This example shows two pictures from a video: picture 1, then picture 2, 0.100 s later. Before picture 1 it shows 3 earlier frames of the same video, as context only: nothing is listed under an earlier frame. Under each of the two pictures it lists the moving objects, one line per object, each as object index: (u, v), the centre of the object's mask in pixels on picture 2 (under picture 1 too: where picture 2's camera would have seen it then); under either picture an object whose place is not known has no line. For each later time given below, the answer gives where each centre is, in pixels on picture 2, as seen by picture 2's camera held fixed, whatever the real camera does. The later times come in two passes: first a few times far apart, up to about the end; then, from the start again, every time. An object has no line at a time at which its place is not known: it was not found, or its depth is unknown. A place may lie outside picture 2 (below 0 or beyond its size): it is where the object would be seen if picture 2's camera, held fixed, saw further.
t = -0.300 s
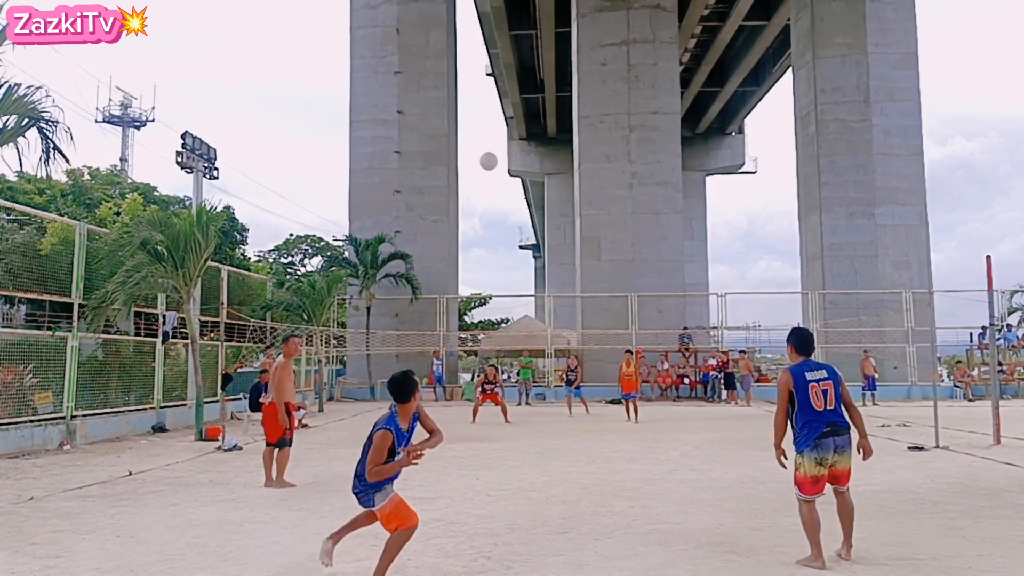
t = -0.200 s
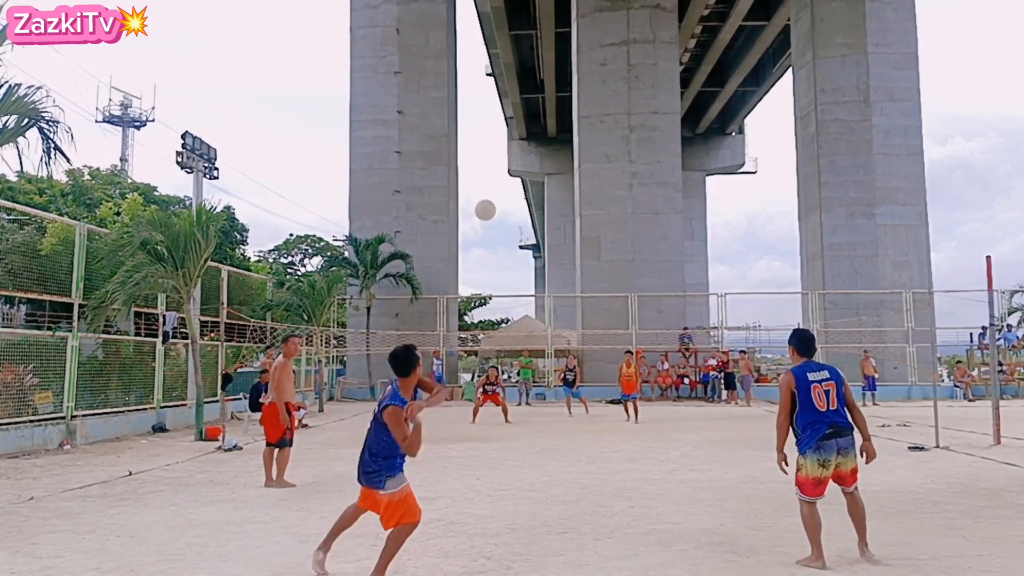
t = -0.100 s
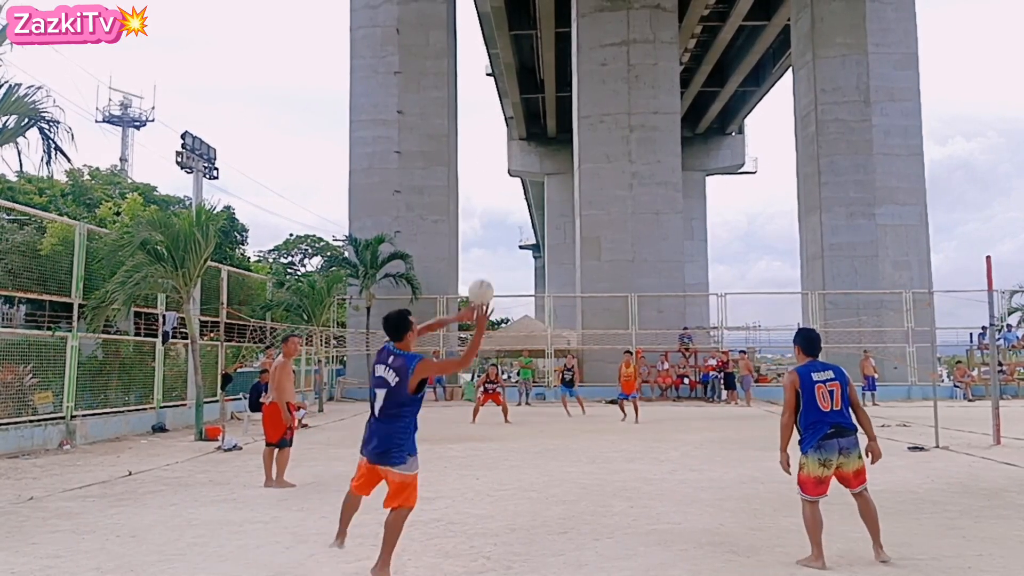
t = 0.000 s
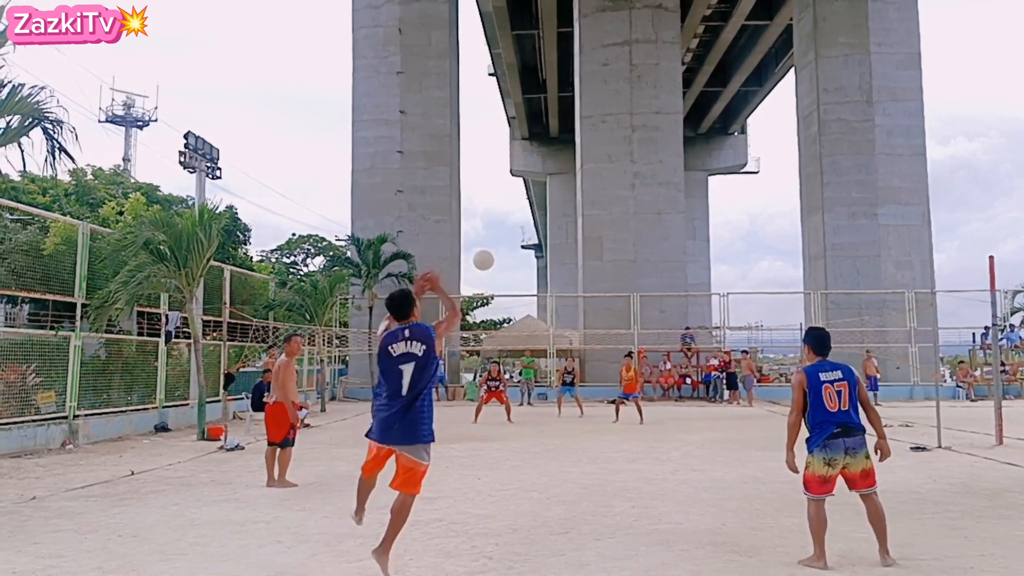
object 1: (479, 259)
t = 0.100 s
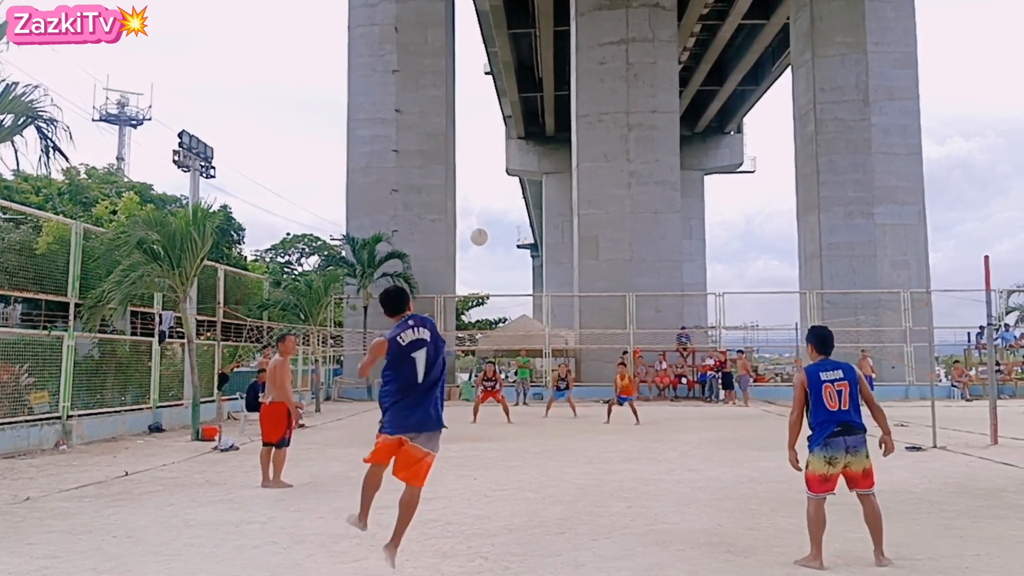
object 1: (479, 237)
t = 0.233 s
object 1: (480, 234)
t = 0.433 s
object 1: (481, 260)
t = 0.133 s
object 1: (480, 234)
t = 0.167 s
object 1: (480, 232)
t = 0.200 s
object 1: (480, 233)
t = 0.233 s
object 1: (480, 234)
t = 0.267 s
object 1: (480, 237)
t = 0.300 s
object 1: (480, 240)
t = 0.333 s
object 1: (481, 244)
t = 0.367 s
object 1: (481, 249)
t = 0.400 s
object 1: (481, 255)
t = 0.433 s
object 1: (481, 260)
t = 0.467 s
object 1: (482, 267)
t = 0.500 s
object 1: (482, 274)
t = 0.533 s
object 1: (482, 282)
